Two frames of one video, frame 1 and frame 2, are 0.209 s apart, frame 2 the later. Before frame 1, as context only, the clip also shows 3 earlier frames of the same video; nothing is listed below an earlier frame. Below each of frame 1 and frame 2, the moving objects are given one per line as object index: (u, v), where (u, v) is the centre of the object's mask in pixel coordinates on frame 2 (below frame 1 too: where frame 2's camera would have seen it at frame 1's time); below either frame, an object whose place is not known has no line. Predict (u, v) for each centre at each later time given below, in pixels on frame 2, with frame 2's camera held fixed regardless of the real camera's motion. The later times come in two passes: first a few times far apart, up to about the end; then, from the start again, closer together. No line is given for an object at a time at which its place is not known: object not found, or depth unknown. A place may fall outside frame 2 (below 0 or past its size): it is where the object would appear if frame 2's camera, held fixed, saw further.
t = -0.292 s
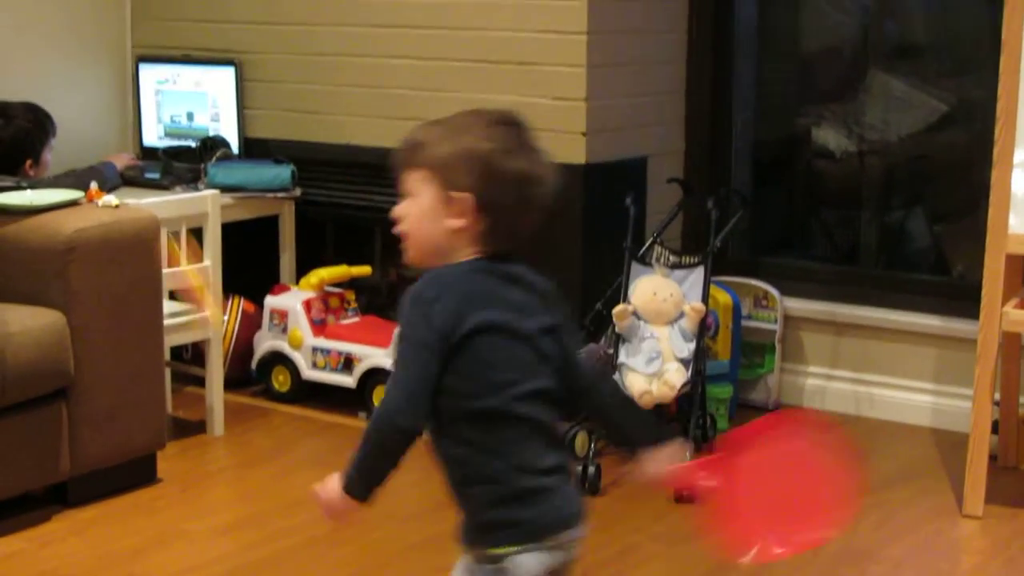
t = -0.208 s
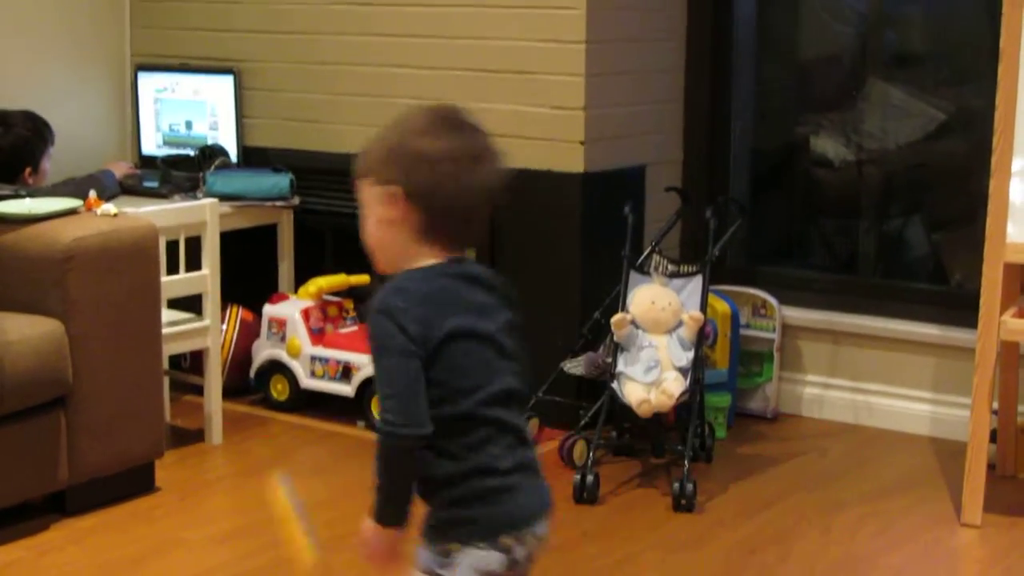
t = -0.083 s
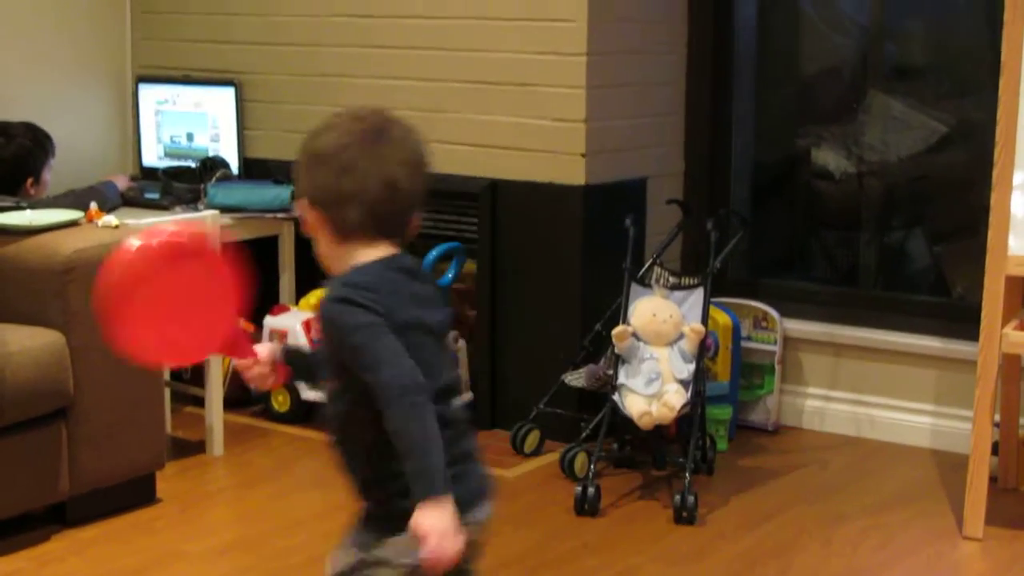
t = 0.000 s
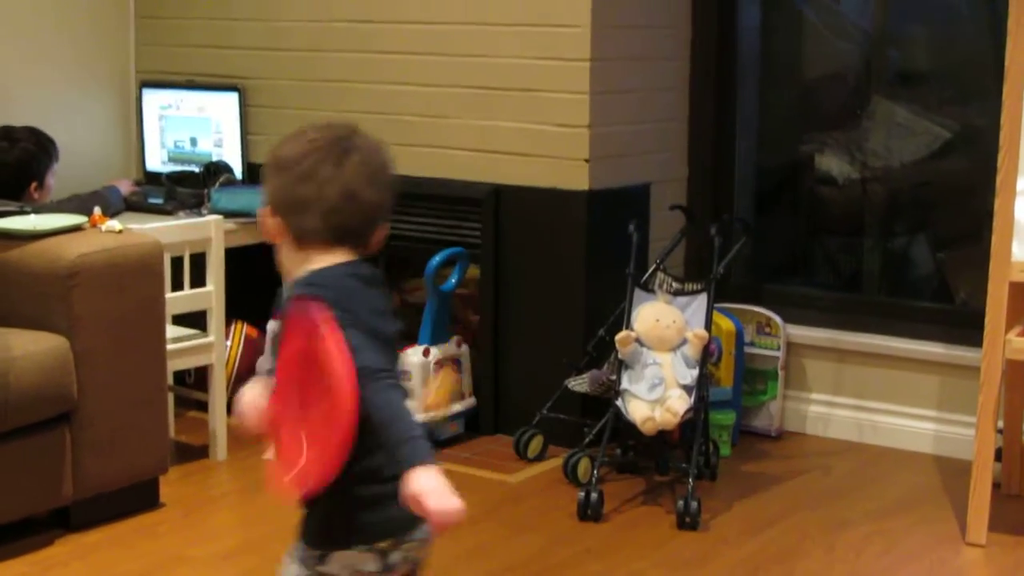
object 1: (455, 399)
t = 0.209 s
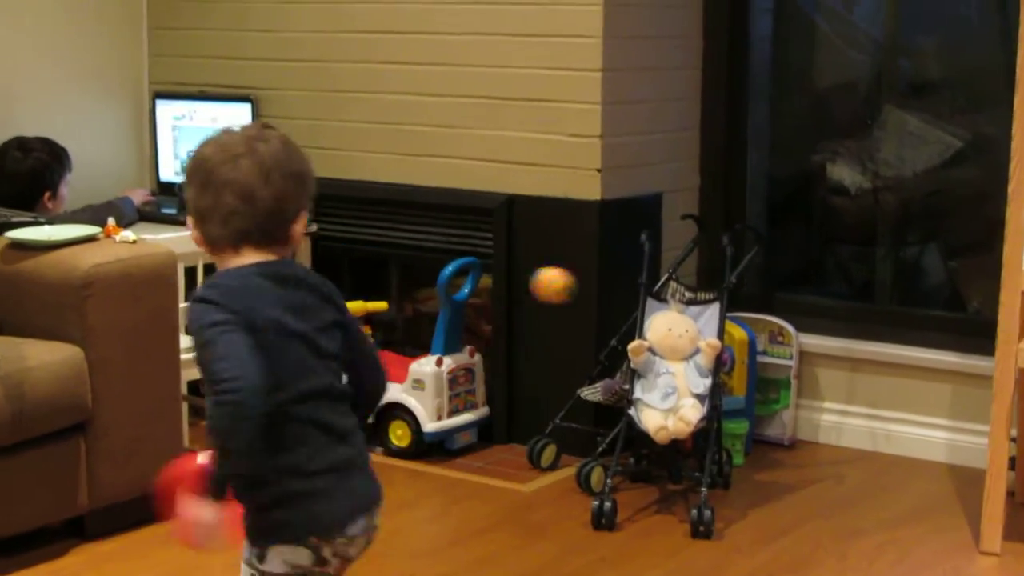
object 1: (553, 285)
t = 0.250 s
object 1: (569, 291)
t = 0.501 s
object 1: (660, 512)
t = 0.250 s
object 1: (569, 291)
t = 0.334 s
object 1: (603, 329)
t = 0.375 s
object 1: (617, 360)
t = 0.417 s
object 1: (629, 397)
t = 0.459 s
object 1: (647, 456)
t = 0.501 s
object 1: (660, 512)
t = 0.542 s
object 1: (673, 503)
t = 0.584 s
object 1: (687, 461)
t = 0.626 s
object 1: (702, 428)
